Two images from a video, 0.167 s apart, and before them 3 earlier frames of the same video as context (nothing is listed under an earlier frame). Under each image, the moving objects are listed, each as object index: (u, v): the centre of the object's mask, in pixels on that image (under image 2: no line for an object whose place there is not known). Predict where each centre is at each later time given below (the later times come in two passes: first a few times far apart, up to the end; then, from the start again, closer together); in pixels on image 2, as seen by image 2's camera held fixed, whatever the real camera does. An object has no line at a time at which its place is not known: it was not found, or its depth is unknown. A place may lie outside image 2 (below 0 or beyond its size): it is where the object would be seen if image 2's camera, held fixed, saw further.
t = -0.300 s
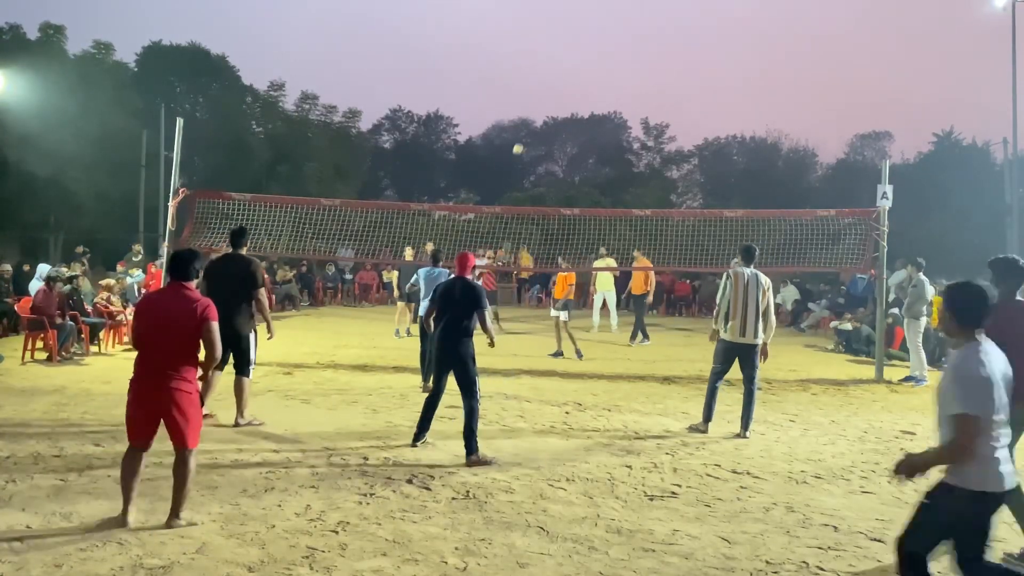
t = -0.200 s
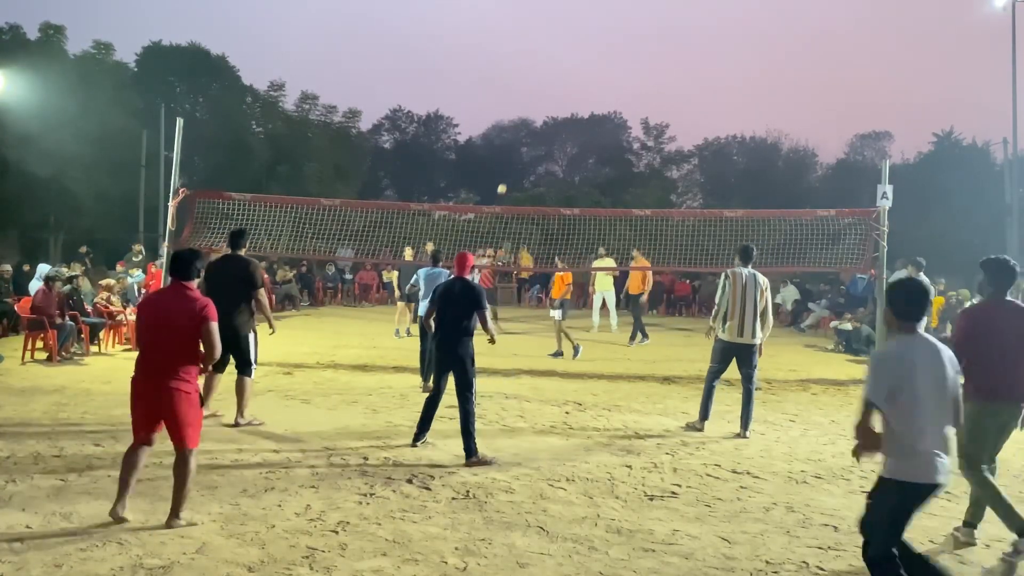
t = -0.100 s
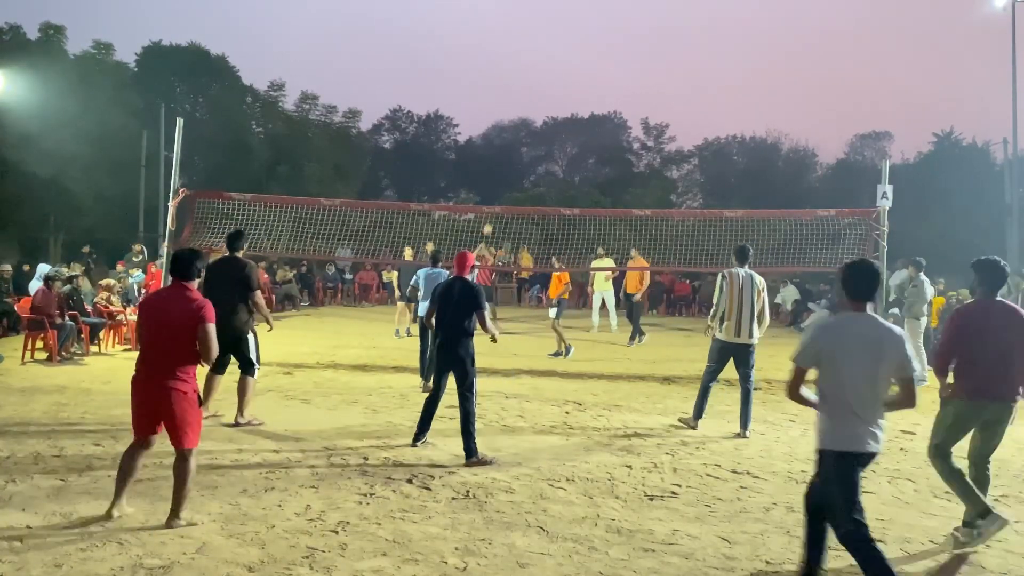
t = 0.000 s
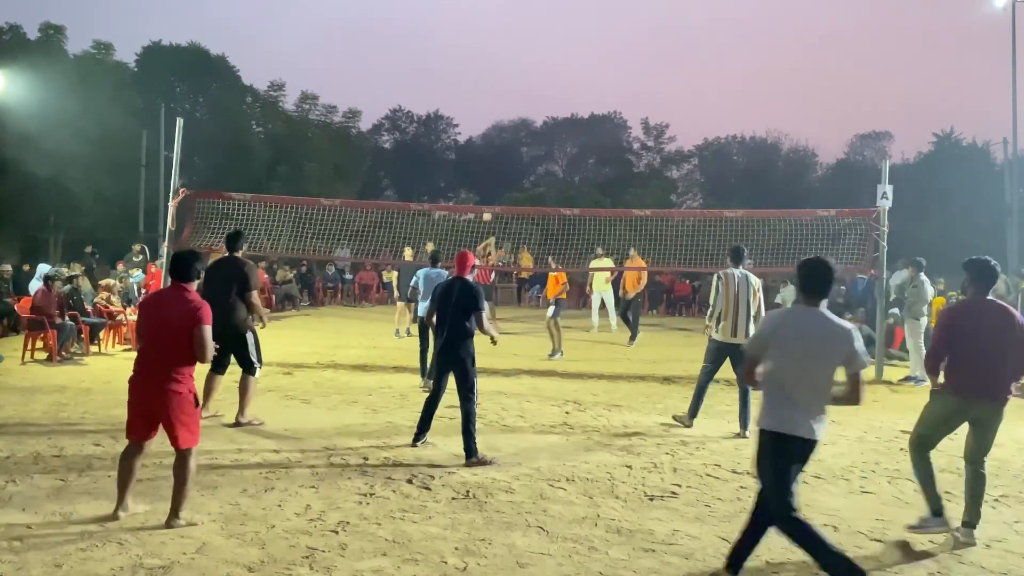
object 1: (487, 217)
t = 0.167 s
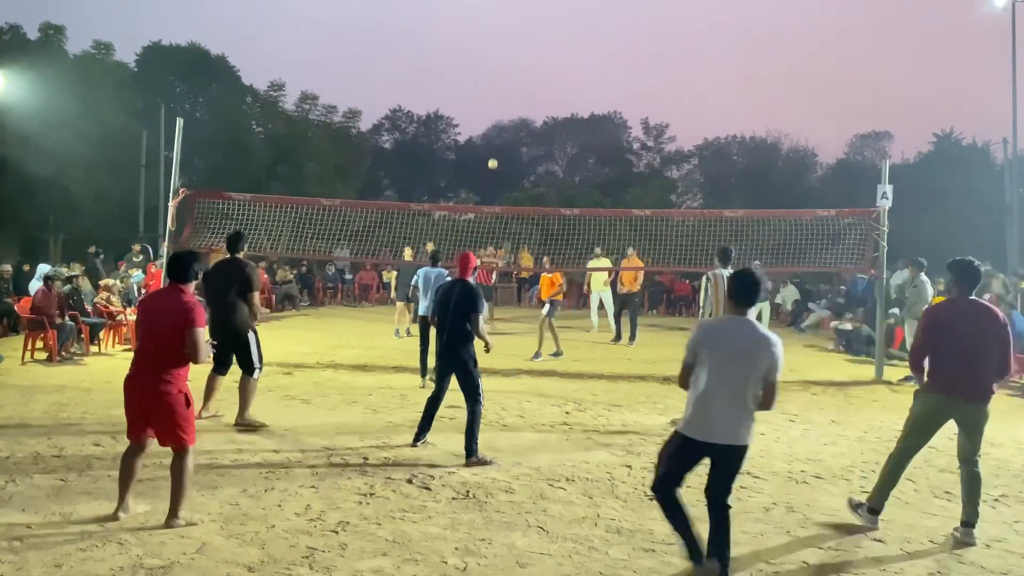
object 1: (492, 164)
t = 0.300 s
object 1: (497, 127)
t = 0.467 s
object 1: (501, 89)
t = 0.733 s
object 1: (506, 56)
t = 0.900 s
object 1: (508, 64)
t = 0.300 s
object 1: (497, 127)
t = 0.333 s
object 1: (498, 118)
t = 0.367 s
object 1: (499, 111)
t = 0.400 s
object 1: (500, 103)
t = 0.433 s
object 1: (500, 96)
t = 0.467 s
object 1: (501, 89)
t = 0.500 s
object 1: (502, 83)
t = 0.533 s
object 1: (503, 77)
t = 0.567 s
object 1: (503, 72)
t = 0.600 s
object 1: (504, 67)
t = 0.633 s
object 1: (505, 63)
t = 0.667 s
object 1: (505, 60)
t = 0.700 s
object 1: (506, 58)
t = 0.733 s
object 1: (506, 56)
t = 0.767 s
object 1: (507, 55)
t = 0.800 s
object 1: (508, 56)
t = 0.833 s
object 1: (508, 57)
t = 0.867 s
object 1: (508, 60)
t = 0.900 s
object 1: (508, 64)
